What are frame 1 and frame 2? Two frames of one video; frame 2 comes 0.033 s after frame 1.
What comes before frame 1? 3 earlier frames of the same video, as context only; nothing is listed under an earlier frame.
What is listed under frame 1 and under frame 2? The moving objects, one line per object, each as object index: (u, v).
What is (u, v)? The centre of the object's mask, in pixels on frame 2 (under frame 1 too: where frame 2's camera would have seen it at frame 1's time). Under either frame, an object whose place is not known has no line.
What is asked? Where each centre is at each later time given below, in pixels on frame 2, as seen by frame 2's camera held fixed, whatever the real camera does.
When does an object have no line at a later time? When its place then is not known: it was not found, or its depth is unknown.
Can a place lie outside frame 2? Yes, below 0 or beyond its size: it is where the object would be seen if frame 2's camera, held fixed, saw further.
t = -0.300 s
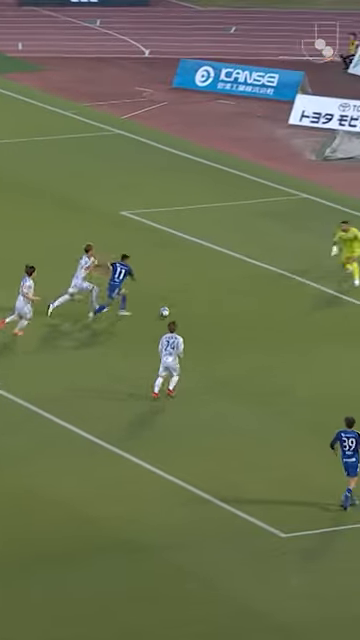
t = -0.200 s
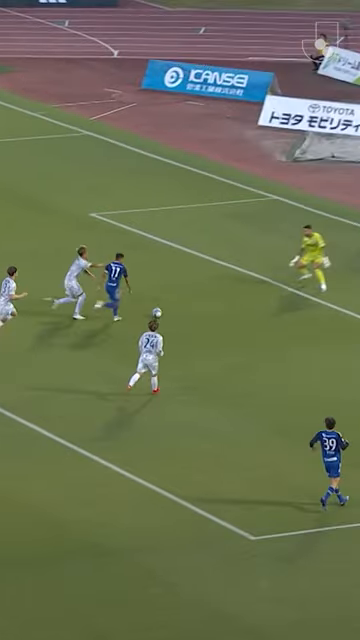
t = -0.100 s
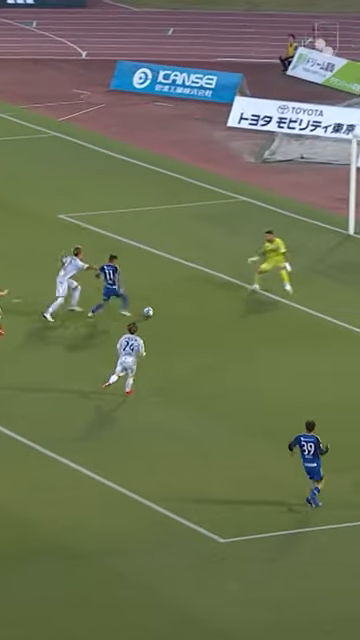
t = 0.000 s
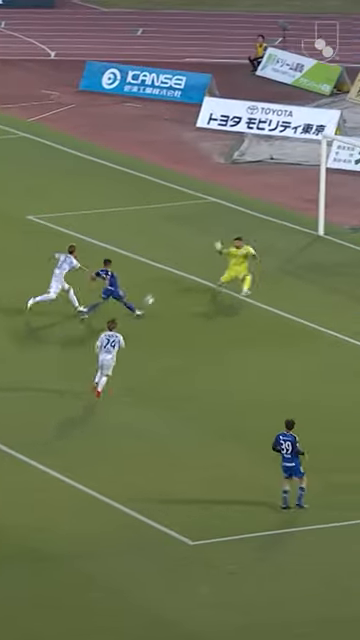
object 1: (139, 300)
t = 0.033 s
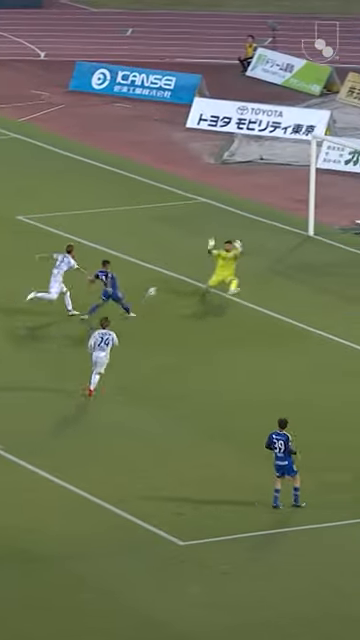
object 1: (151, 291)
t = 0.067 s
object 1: (163, 284)
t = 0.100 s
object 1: (177, 277)
